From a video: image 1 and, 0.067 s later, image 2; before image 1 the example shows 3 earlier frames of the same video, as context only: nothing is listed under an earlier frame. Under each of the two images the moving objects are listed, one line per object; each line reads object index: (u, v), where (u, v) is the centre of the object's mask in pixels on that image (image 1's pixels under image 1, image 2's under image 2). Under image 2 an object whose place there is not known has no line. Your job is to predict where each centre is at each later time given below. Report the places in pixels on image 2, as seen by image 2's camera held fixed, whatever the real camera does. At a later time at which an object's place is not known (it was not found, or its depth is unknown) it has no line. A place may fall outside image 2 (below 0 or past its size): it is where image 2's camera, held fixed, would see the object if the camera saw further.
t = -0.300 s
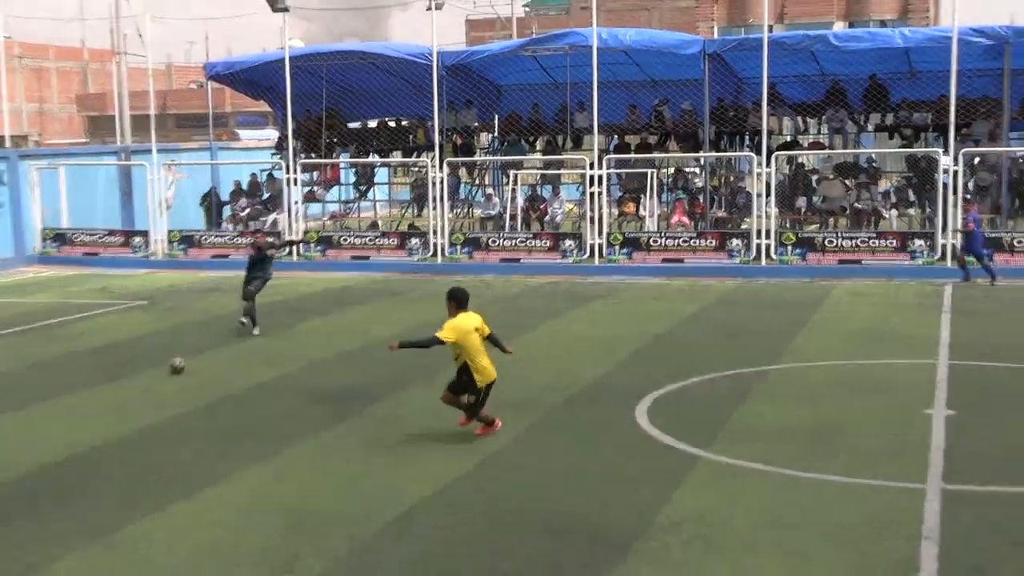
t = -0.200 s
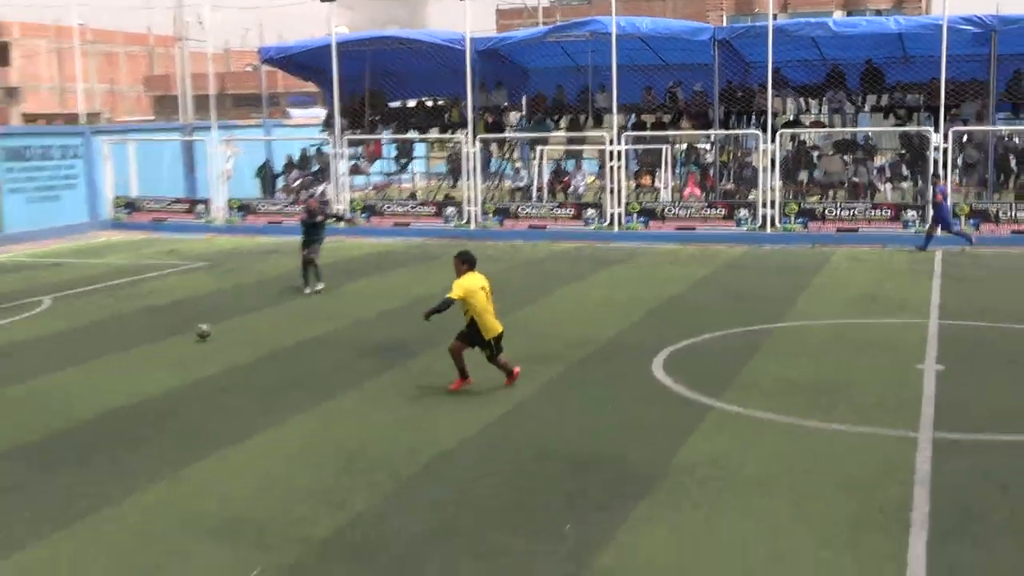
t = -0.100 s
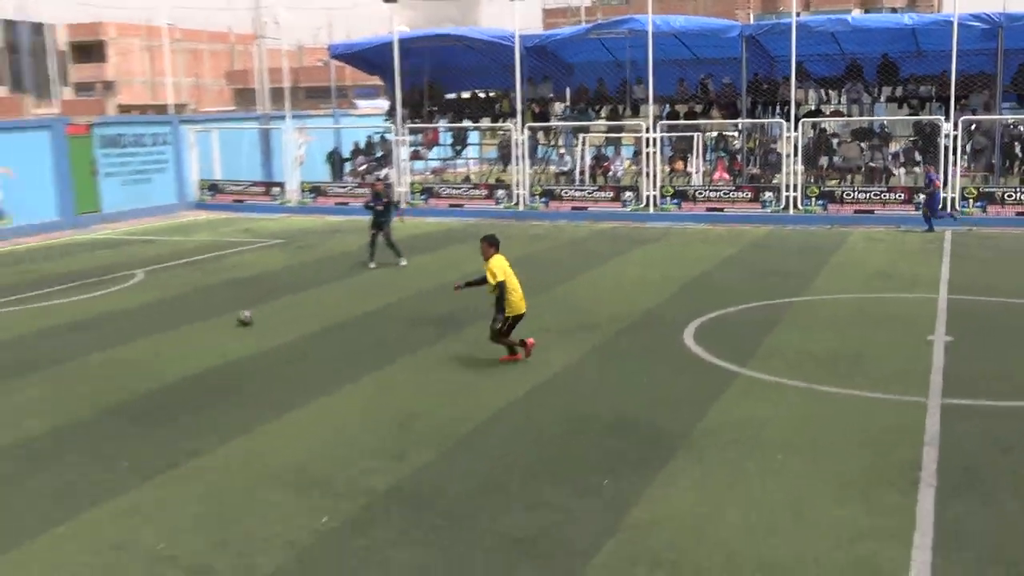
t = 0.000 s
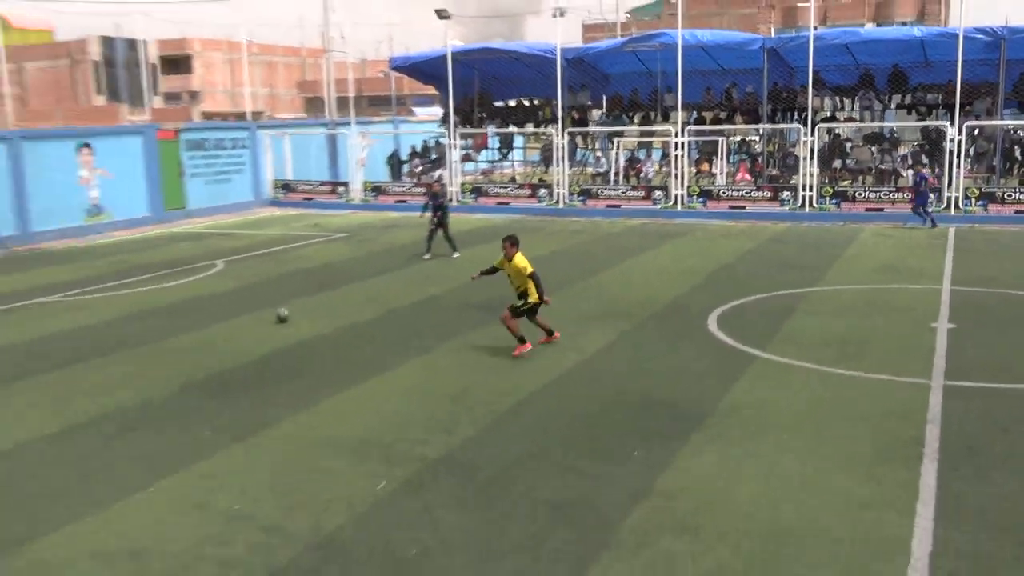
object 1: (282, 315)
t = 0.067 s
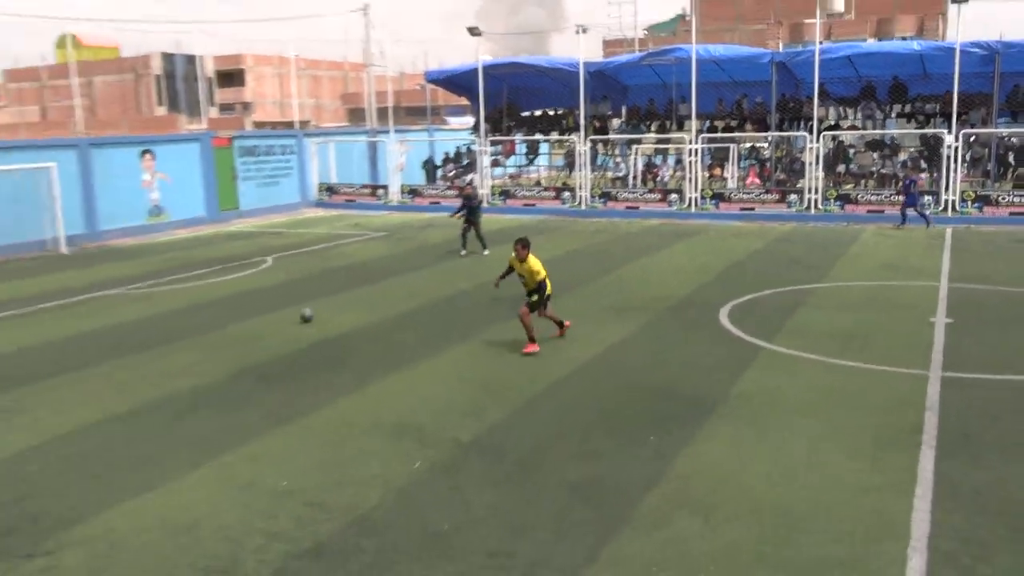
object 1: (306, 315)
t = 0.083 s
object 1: (302, 315)
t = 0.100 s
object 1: (297, 318)
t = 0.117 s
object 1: (292, 319)
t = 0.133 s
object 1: (286, 322)
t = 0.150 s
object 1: (281, 324)
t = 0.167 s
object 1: (276, 325)
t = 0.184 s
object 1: (271, 327)
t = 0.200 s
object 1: (266, 329)
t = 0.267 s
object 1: (243, 338)
